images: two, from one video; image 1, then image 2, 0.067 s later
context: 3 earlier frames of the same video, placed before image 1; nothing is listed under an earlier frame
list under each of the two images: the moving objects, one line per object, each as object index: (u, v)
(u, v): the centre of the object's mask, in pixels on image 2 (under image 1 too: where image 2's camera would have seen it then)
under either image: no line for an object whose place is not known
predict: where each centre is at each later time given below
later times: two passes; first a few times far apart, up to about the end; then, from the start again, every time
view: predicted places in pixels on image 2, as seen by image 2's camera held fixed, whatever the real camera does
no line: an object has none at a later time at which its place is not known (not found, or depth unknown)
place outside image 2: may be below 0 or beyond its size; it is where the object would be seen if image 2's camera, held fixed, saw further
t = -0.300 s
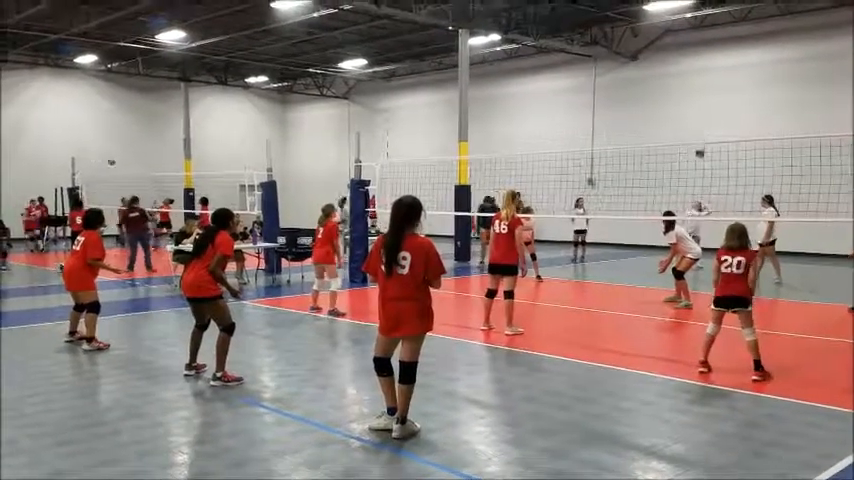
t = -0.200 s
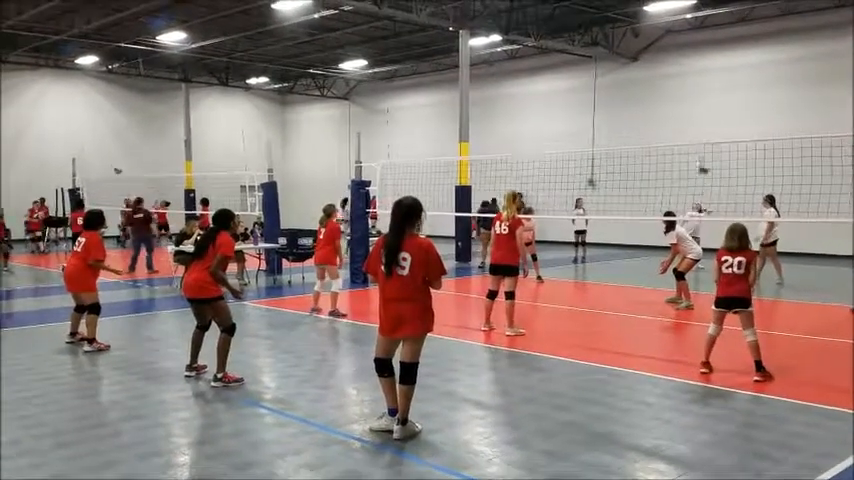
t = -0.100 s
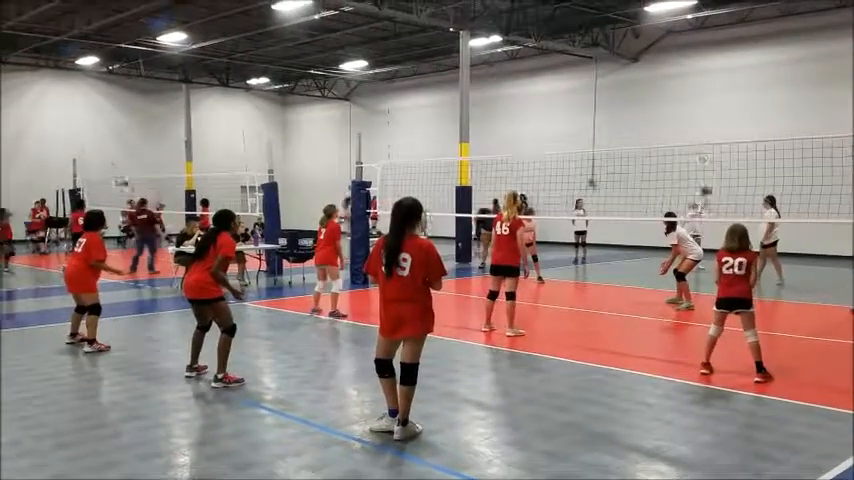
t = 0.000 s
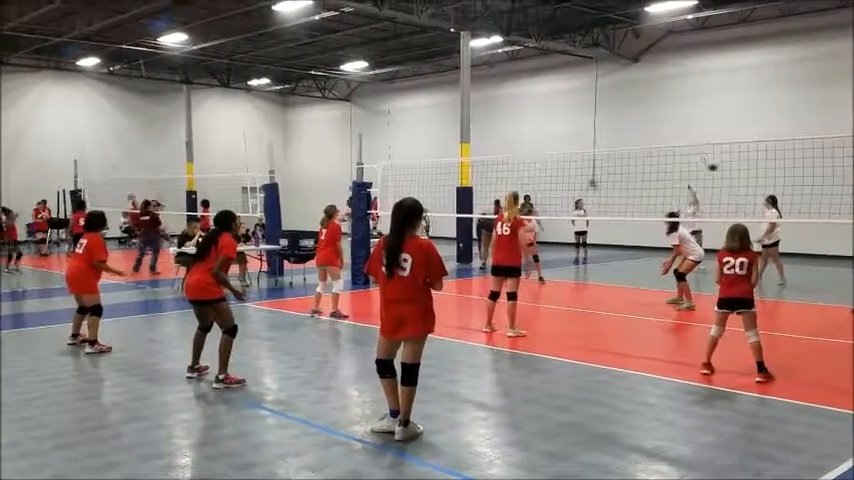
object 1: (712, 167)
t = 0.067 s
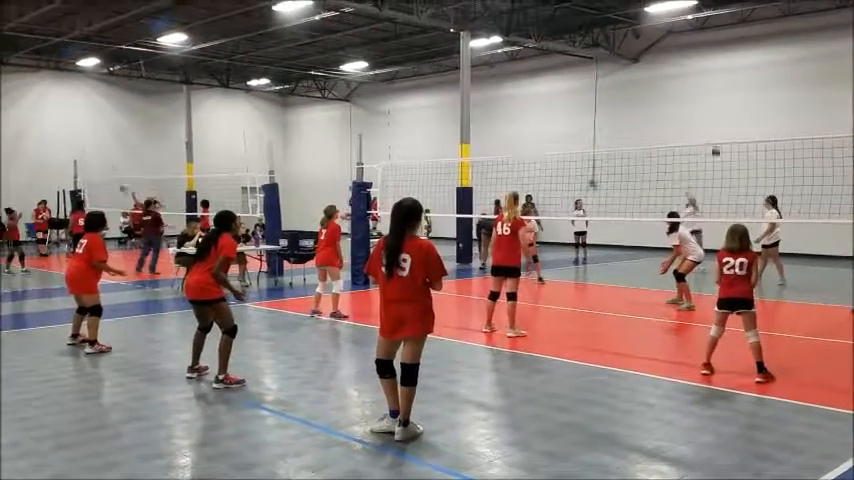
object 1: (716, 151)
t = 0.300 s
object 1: (732, 110)
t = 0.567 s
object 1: (751, 94)
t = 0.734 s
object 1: (765, 104)
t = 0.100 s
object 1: (718, 145)
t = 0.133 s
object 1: (719, 140)
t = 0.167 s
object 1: (720, 132)
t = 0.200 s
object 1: (725, 124)
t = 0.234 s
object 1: (727, 119)
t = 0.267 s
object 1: (729, 114)
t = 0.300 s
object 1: (732, 110)
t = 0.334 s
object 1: (734, 105)
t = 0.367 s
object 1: (737, 102)
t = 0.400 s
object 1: (739, 100)
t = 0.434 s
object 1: (741, 97)
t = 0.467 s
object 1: (743, 95)
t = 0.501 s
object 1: (746, 94)
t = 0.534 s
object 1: (748, 95)
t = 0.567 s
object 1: (751, 94)
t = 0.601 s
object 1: (754, 95)
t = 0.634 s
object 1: (757, 96)
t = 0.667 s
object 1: (759, 98)
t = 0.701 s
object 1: (762, 100)
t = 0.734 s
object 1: (765, 104)
